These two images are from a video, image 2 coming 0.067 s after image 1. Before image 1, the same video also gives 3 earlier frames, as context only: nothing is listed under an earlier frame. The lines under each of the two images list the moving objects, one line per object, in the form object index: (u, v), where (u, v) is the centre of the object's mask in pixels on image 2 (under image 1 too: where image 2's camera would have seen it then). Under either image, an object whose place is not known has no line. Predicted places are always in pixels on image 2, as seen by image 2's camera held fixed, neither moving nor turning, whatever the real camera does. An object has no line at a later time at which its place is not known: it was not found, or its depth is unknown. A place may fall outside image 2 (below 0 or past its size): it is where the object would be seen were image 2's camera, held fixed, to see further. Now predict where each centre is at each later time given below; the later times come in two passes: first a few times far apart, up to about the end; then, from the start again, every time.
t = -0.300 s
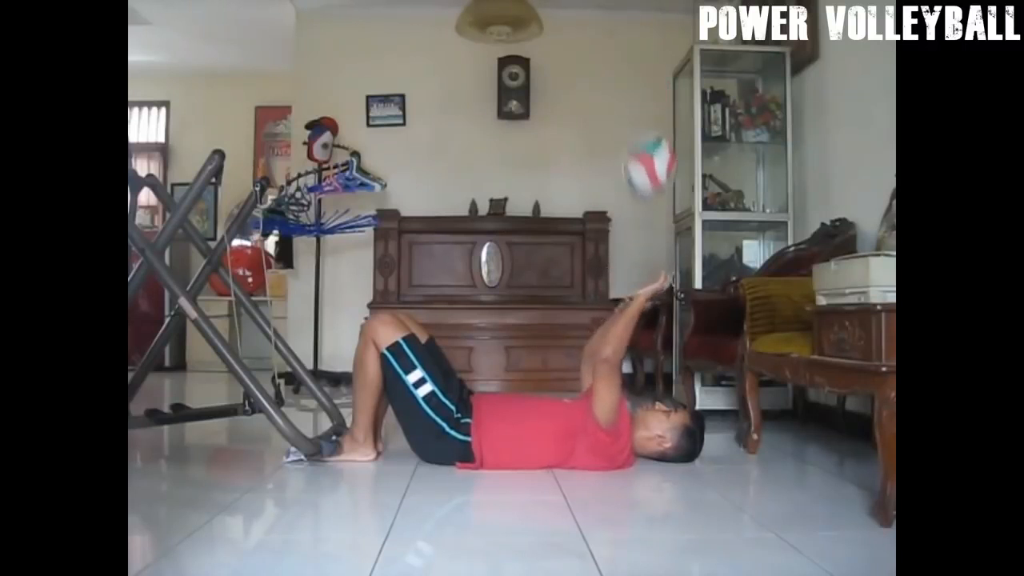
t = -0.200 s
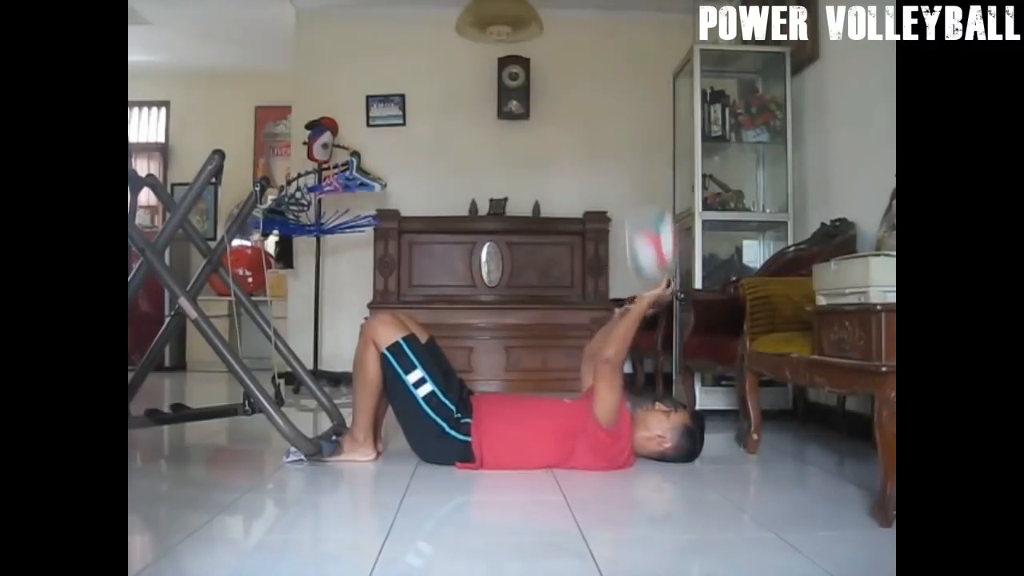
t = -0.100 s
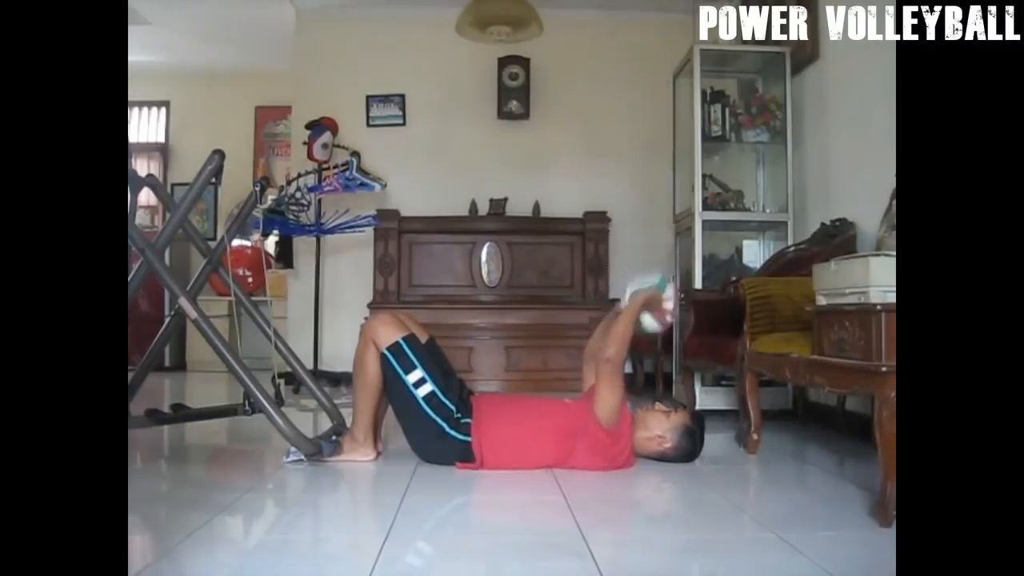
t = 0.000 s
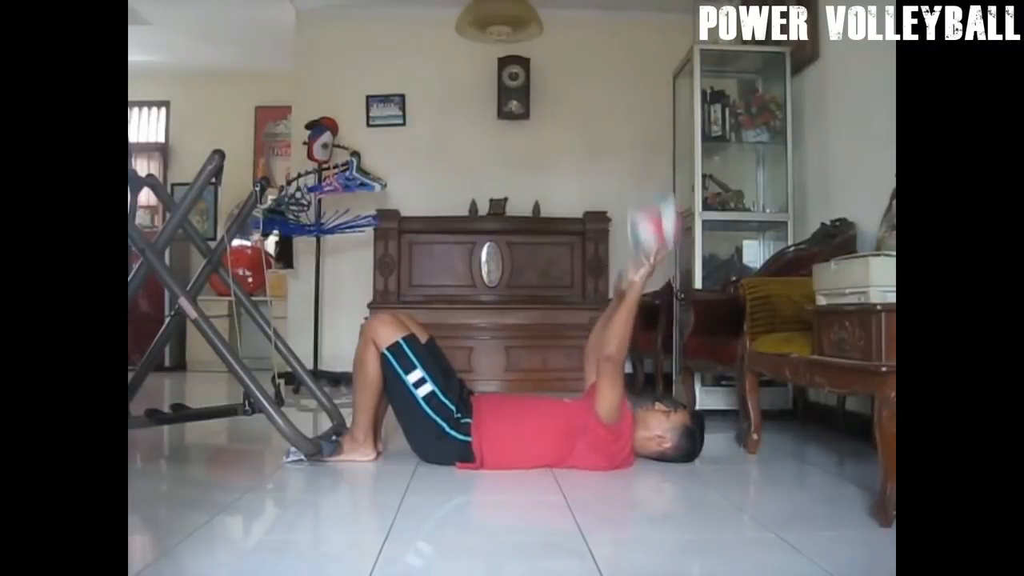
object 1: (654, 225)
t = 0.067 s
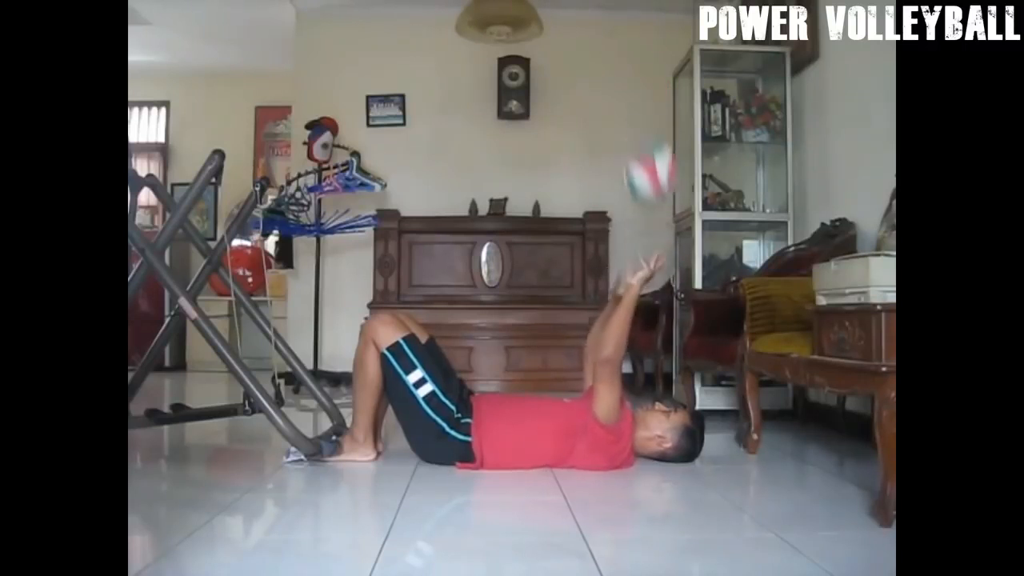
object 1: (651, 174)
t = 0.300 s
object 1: (639, 82)
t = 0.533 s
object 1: (631, 136)
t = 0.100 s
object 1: (649, 150)
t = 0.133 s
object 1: (647, 131)
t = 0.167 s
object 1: (646, 116)
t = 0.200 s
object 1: (644, 103)
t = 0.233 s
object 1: (642, 92)
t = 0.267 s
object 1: (641, 86)
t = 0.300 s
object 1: (639, 82)
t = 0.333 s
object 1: (638, 81)
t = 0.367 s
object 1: (637, 83)
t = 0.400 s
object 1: (636, 88)
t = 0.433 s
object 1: (635, 96)
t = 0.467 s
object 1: (634, 107)
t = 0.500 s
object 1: (633, 120)
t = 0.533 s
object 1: (631, 136)
